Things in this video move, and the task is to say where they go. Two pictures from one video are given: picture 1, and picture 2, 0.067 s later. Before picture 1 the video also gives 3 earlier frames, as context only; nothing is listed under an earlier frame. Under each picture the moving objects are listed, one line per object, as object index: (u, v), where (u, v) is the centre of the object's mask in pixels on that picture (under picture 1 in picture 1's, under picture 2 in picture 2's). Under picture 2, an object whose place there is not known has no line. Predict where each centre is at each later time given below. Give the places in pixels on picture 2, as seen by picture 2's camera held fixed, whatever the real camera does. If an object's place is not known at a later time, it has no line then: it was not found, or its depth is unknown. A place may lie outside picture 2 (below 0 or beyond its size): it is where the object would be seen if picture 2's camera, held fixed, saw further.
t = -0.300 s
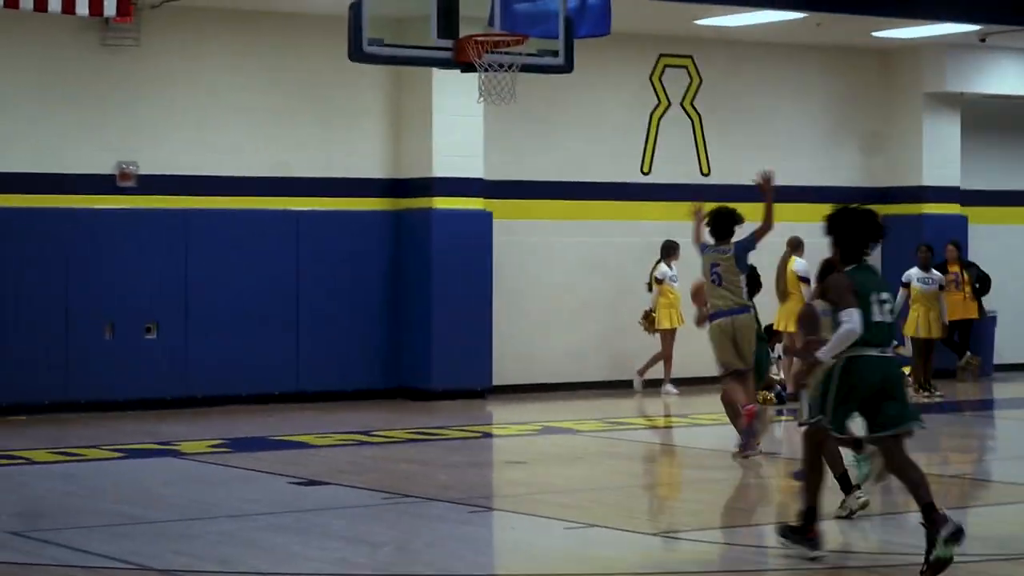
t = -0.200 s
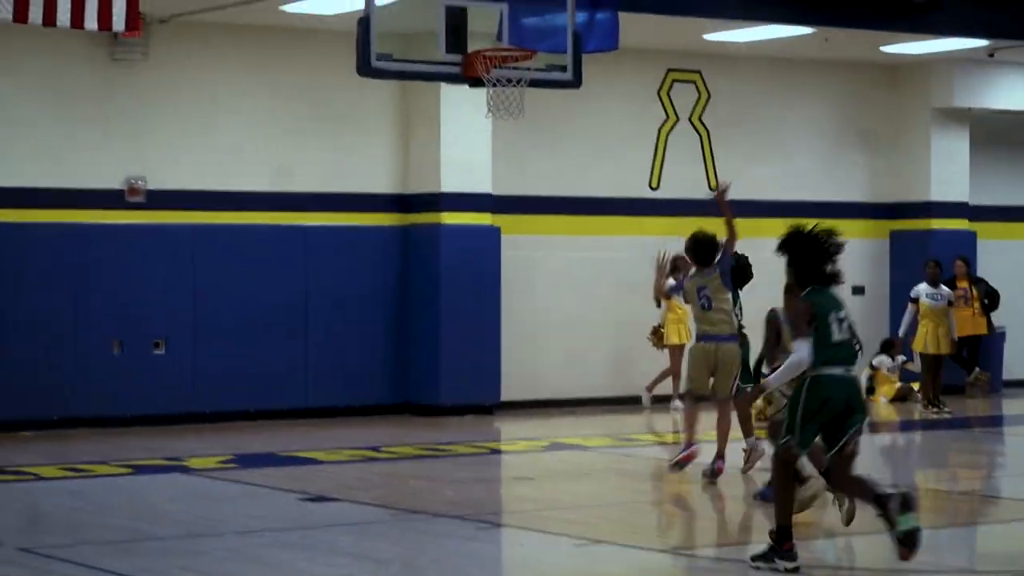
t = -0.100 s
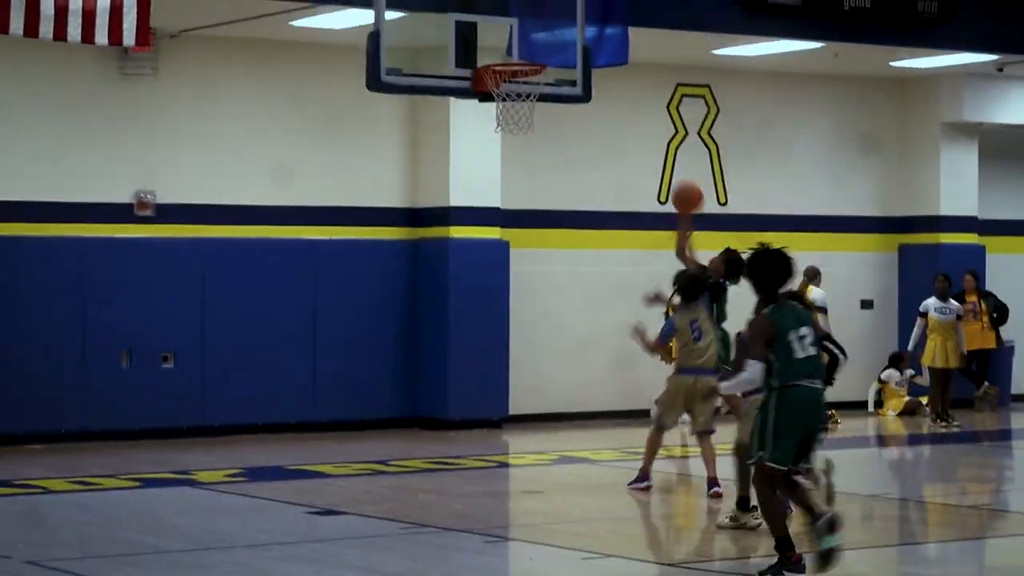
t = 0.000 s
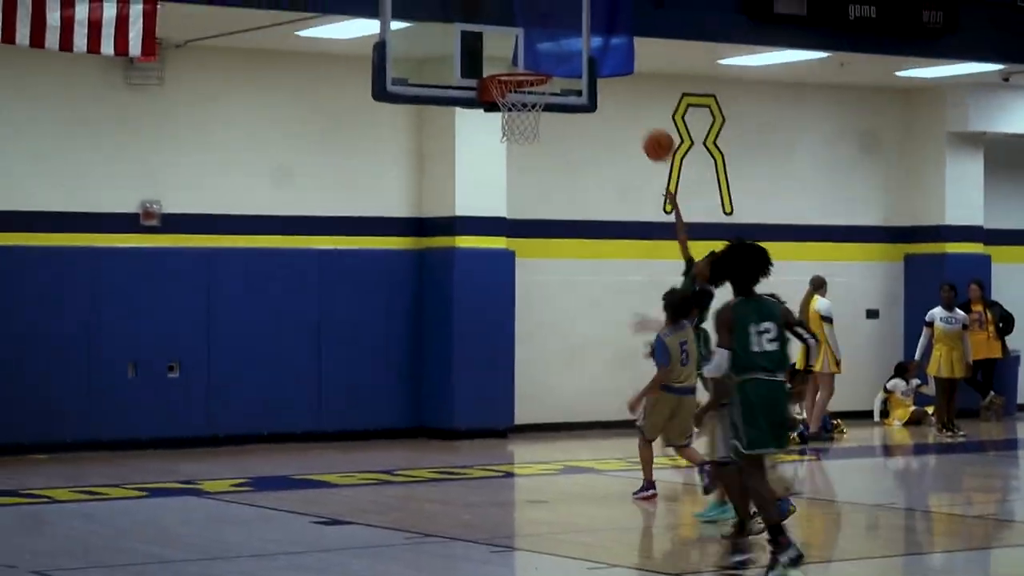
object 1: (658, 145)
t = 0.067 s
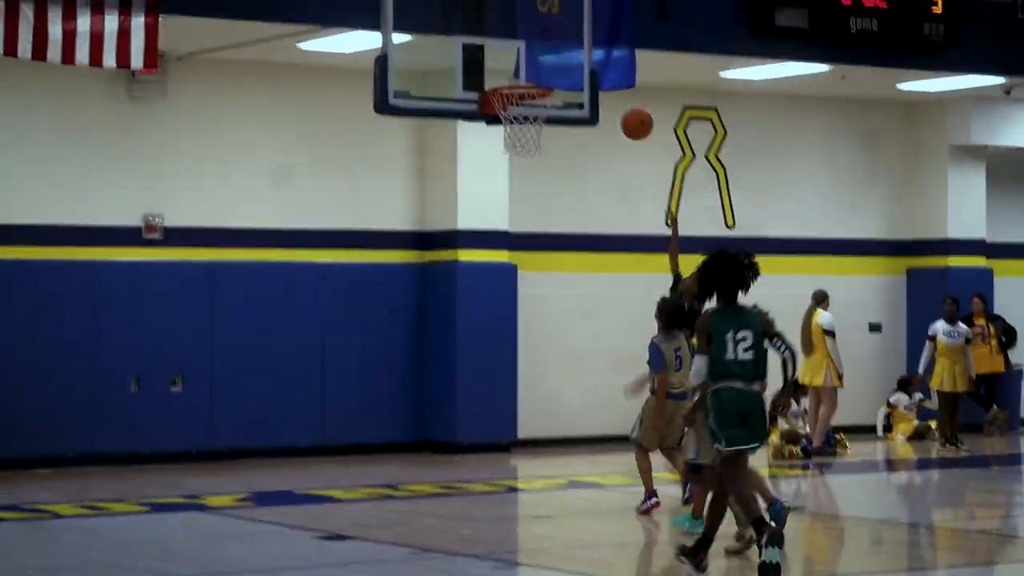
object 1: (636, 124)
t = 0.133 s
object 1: (614, 96)
